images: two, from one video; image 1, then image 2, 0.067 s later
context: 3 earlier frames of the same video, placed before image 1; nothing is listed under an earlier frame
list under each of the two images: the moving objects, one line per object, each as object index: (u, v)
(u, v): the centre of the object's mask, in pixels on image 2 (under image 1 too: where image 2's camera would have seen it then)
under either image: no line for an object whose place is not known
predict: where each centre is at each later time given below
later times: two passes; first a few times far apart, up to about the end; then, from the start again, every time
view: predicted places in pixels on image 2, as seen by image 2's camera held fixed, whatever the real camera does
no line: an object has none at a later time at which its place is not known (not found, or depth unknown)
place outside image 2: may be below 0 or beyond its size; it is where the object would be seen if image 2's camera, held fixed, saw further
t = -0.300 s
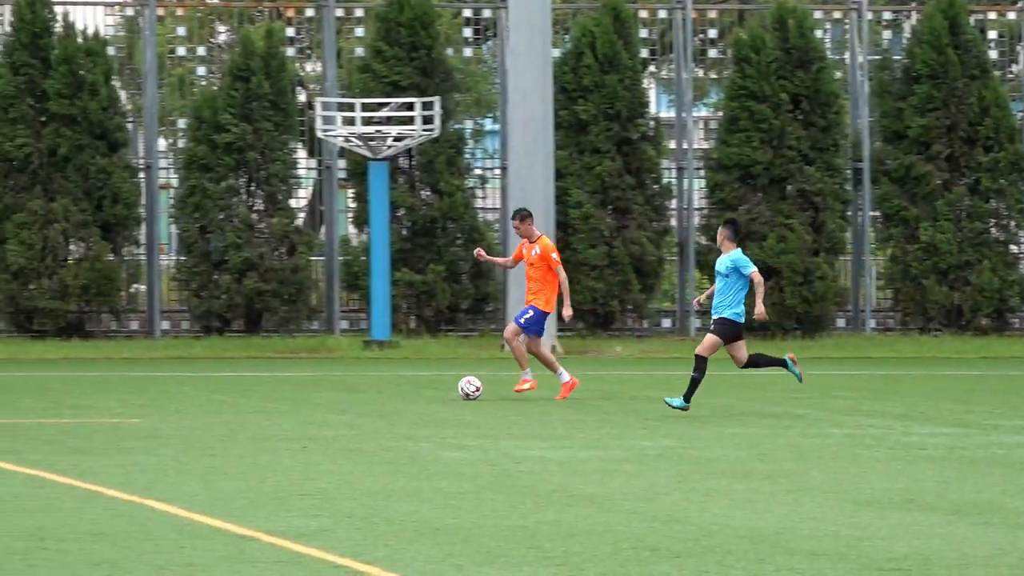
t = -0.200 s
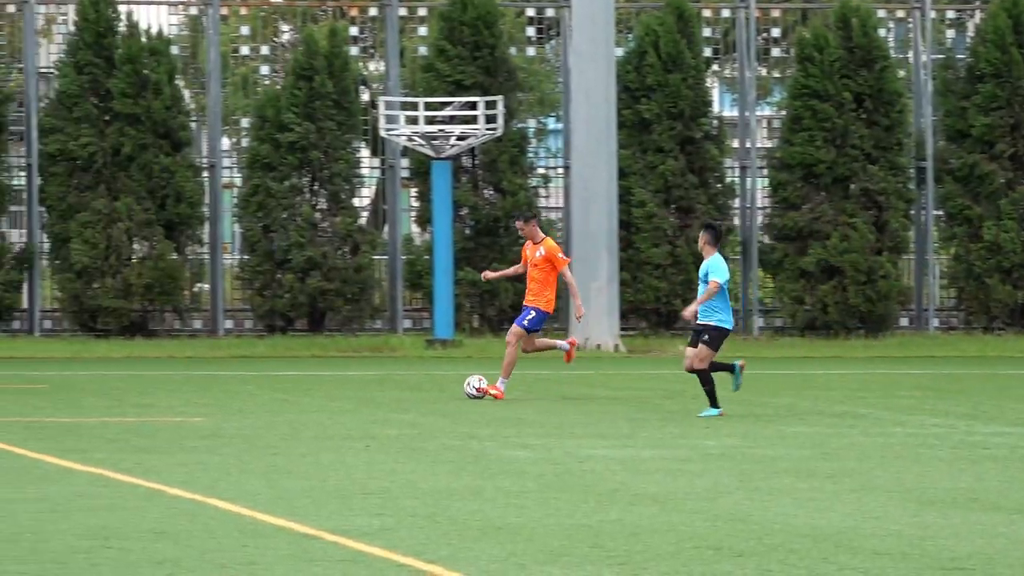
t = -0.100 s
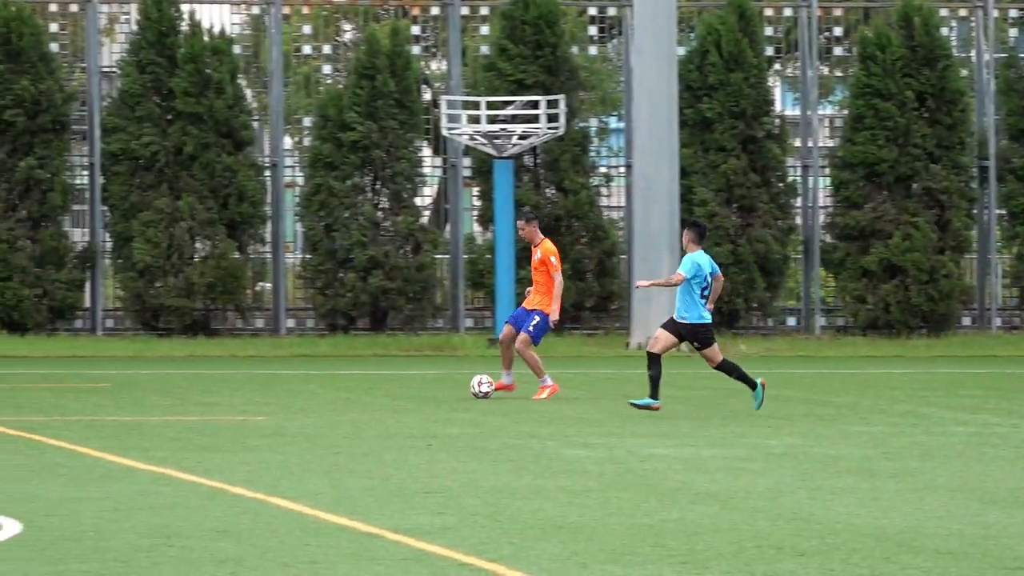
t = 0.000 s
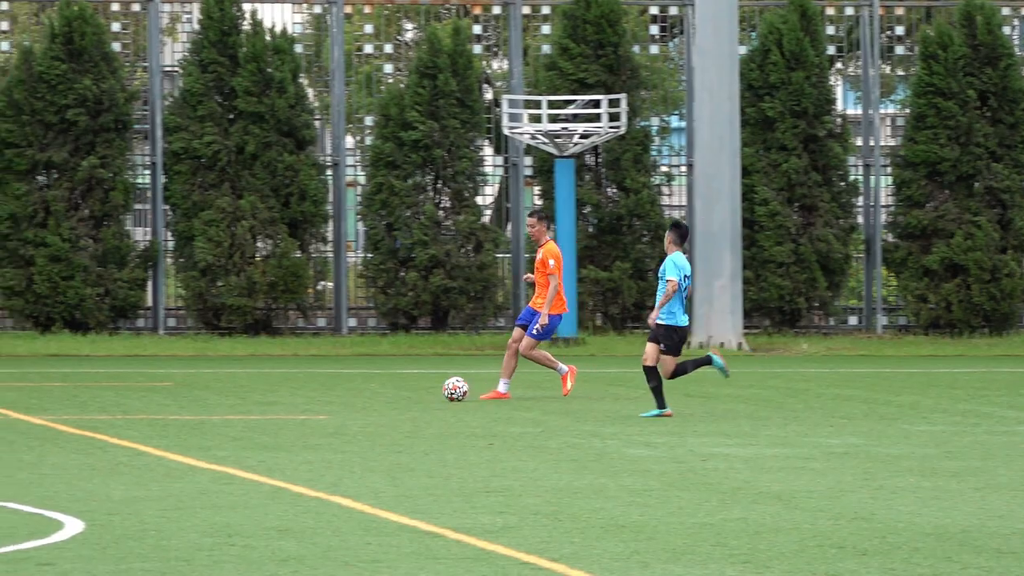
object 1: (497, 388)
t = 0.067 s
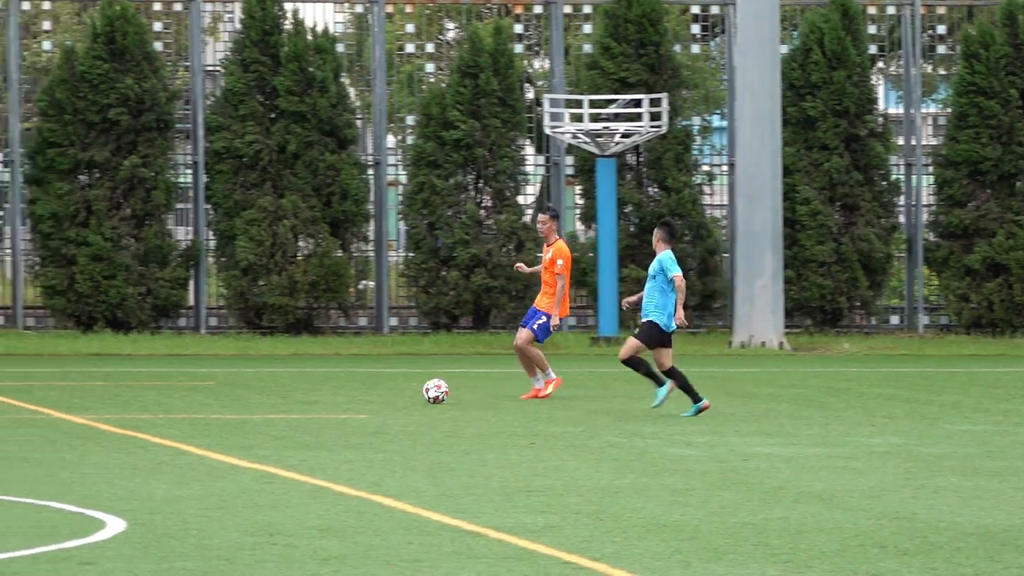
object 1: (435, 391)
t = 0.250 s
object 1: (269, 400)
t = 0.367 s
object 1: (163, 404)
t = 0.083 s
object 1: (420, 391)
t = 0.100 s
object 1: (405, 392)
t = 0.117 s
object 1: (390, 393)
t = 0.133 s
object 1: (375, 394)
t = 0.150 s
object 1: (359, 396)
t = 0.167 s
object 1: (344, 397)
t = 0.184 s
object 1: (329, 397)
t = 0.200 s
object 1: (314, 397)
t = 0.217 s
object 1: (299, 398)
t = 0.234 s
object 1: (284, 399)
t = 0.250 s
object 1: (269, 400)
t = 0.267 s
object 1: (254, 401)
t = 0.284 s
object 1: (239, 402)
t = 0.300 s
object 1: (223, 404)
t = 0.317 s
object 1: (208, 405)
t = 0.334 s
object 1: (193, 404)
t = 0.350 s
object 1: (178, 404)
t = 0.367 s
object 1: (163, 404)
